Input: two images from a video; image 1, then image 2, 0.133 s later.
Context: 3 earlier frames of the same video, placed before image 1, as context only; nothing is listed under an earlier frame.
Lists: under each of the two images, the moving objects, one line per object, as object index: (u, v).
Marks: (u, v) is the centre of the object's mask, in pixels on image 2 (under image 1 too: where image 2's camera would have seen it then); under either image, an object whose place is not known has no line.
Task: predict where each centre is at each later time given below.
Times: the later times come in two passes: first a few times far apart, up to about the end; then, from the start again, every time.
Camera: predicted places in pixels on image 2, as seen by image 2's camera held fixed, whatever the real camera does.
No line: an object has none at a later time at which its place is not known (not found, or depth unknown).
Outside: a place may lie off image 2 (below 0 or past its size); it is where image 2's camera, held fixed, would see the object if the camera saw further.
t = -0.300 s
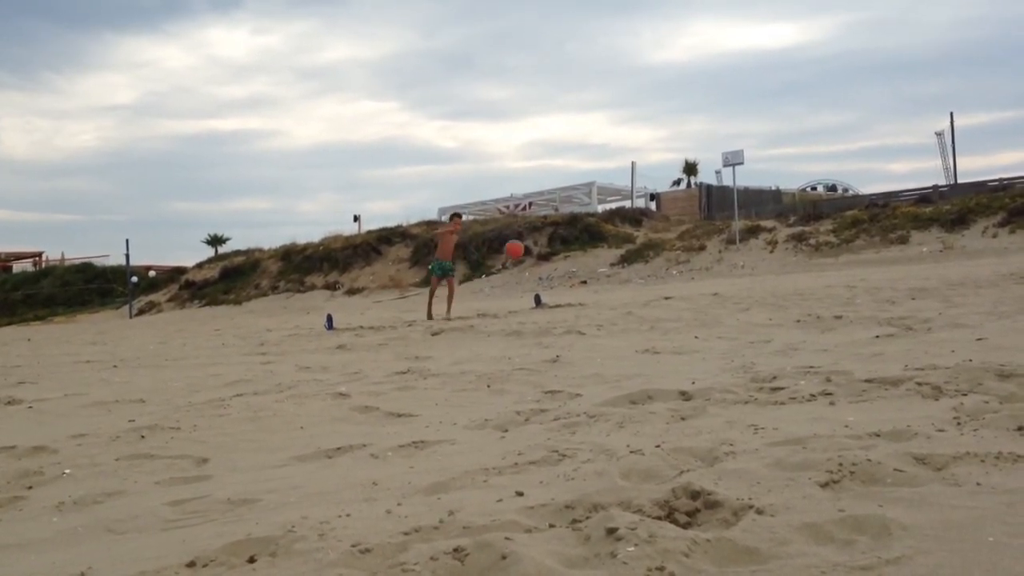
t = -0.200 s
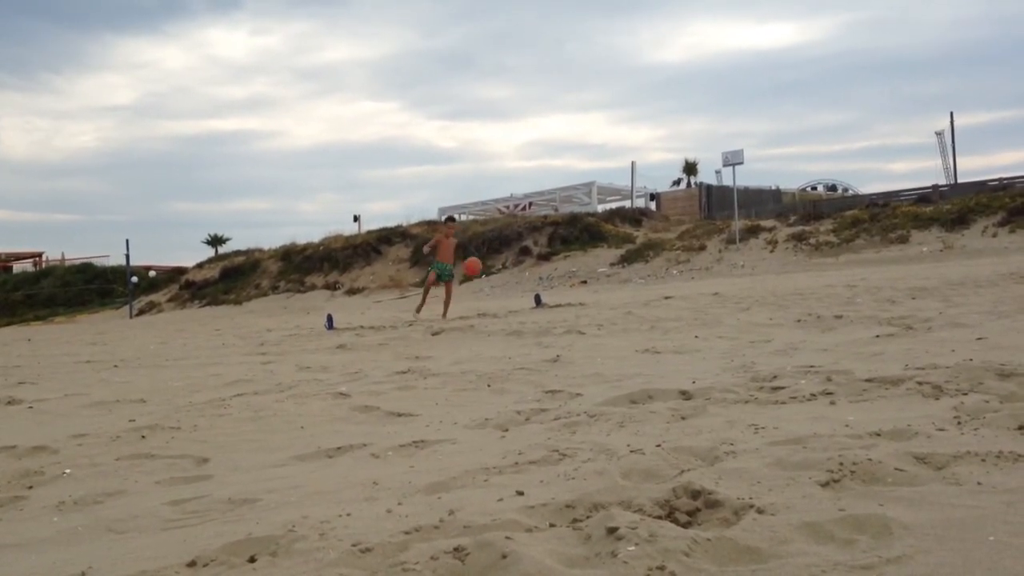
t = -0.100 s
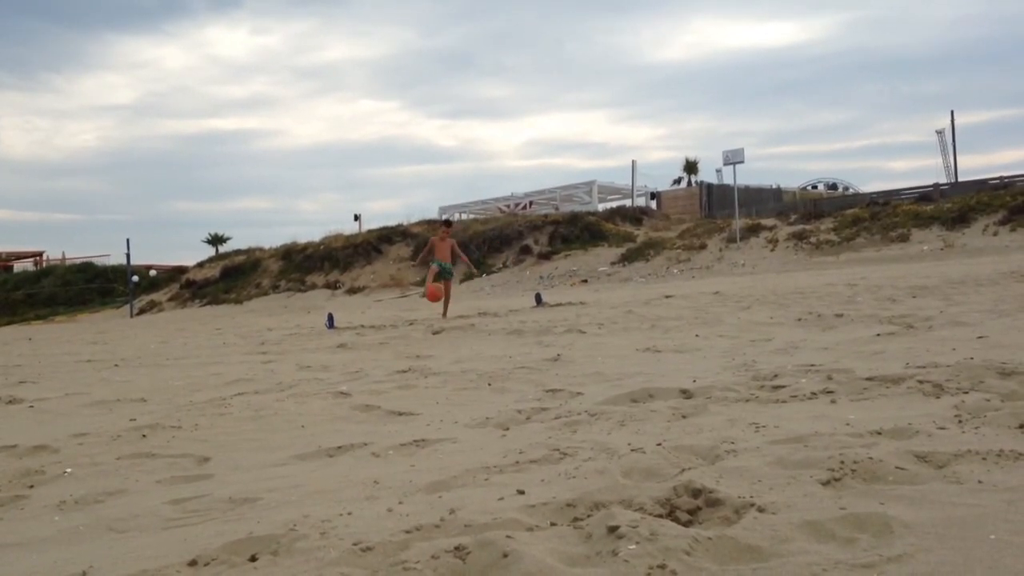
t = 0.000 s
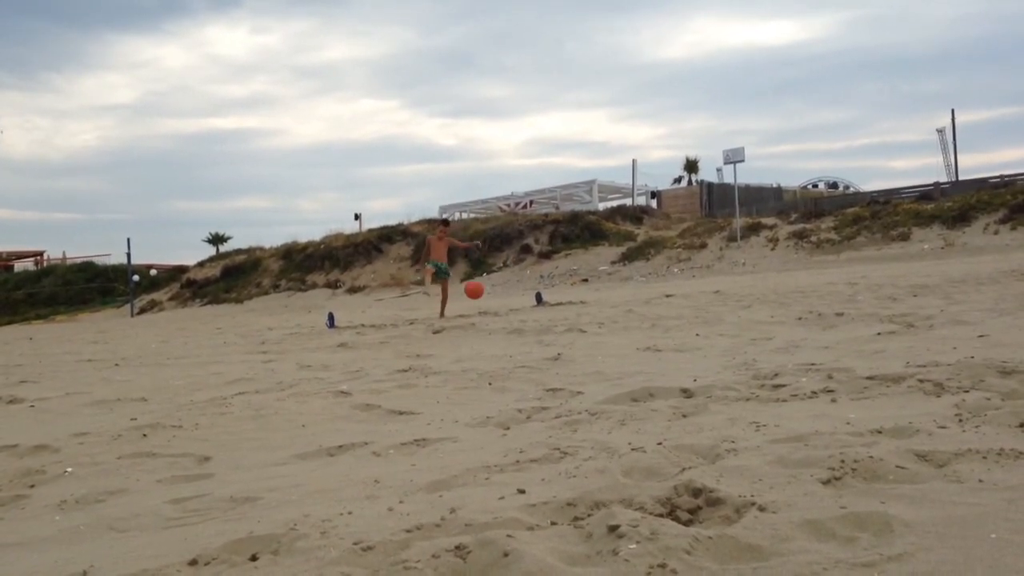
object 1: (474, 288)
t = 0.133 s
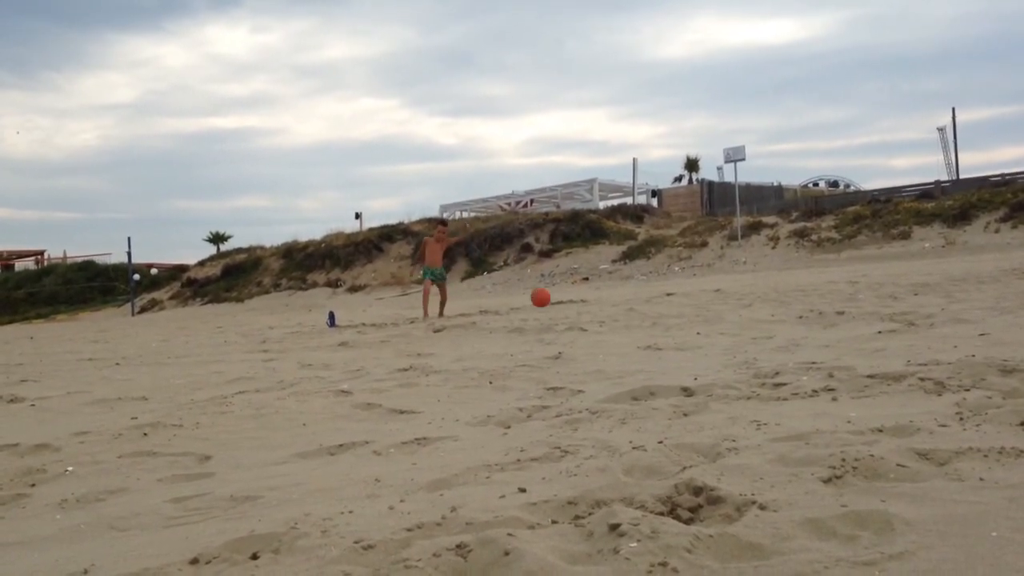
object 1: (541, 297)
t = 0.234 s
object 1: (579, 296)
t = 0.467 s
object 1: (662, 294)
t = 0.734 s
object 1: (750, 288)
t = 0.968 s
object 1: (835, 284)
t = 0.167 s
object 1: (557, 302)
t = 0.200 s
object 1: (568, 299)
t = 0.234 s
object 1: (579, 296)
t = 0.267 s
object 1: (591, 294)
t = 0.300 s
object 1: (604, 294)
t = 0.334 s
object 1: (616, 294)
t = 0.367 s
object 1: (627, 296)
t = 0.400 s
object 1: (639, 298)
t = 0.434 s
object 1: (651, 297)
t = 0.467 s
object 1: (662, 294)
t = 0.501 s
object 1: (672, 292)
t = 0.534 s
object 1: (683, 290)
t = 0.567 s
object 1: (693, 288)
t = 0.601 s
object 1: (704, 288)
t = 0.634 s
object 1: (716, 289)
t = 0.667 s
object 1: (728, 291)
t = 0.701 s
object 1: (739, 291)
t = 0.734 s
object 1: (750, 288)
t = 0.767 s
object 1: (762, 286)
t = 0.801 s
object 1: (774, 285)
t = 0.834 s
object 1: (787, 286)
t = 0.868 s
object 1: (799, 288)
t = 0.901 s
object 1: (811, 287)
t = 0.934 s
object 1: (824, 286)
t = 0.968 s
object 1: (835, 284)
